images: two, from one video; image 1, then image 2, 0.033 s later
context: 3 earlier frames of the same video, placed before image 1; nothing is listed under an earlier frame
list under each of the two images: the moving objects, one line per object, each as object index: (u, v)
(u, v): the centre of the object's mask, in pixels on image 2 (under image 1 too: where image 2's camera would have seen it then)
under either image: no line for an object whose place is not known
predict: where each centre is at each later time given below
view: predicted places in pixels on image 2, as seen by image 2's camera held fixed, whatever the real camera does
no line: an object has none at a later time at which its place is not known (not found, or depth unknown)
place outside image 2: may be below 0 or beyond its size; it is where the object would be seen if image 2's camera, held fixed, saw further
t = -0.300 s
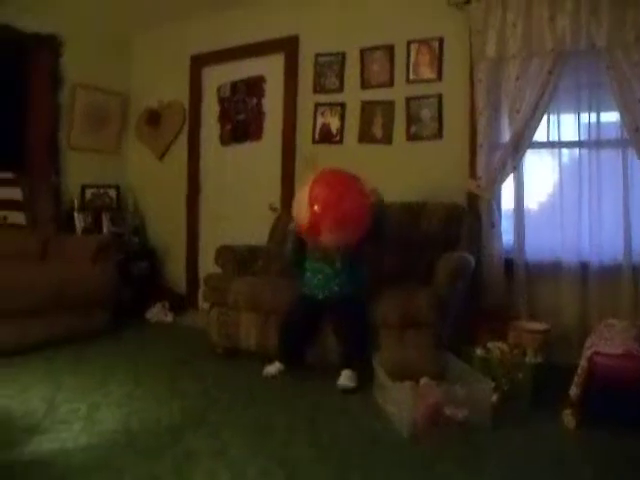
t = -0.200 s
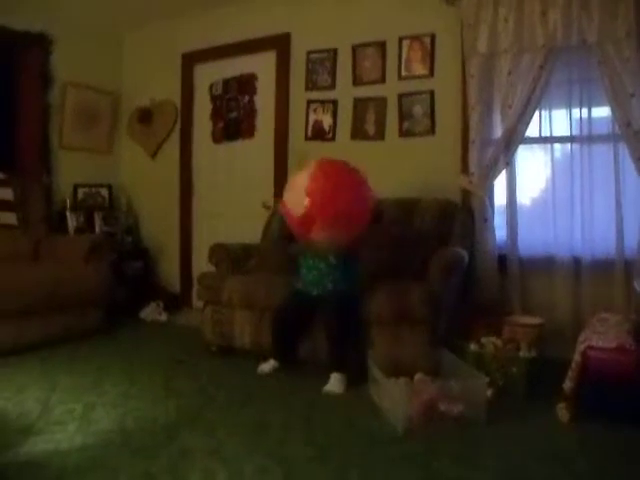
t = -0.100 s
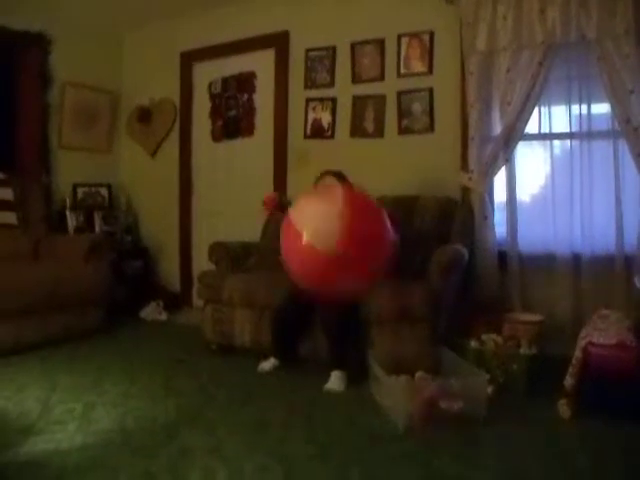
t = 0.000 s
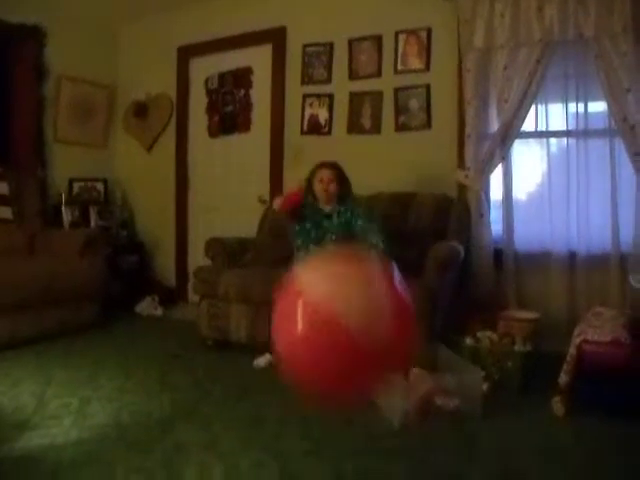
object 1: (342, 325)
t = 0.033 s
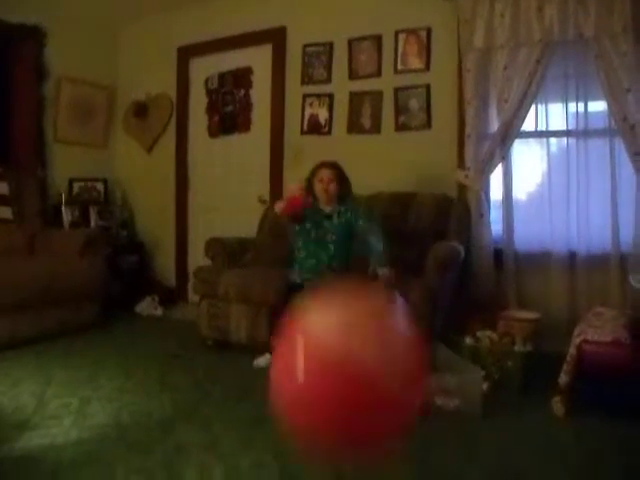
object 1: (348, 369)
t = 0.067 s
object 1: (354, 406)
